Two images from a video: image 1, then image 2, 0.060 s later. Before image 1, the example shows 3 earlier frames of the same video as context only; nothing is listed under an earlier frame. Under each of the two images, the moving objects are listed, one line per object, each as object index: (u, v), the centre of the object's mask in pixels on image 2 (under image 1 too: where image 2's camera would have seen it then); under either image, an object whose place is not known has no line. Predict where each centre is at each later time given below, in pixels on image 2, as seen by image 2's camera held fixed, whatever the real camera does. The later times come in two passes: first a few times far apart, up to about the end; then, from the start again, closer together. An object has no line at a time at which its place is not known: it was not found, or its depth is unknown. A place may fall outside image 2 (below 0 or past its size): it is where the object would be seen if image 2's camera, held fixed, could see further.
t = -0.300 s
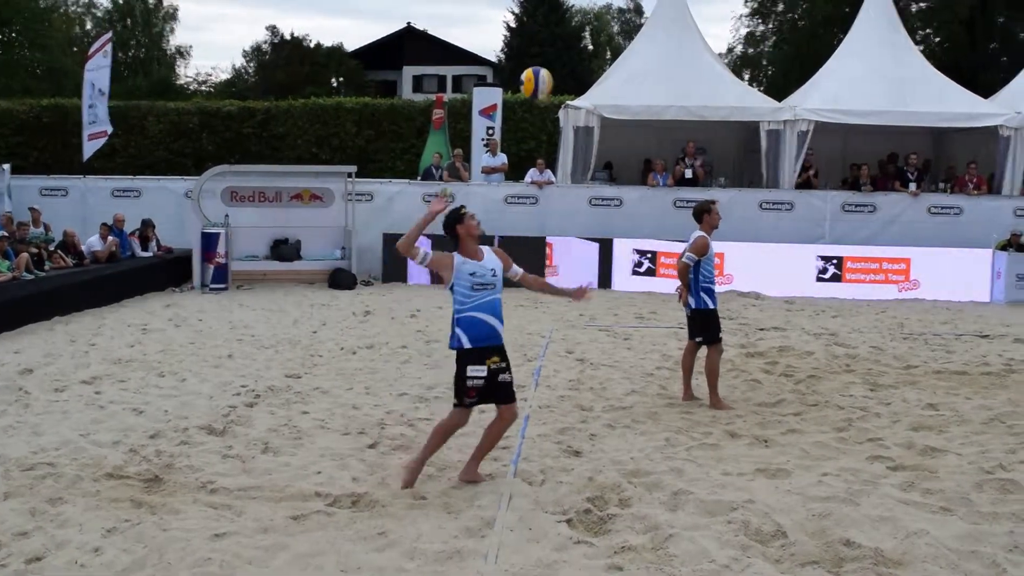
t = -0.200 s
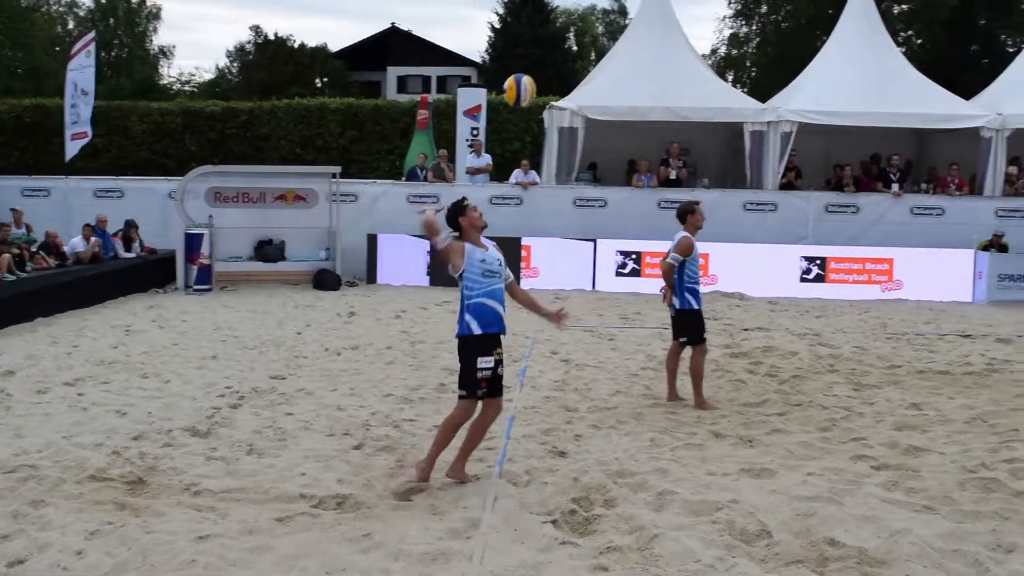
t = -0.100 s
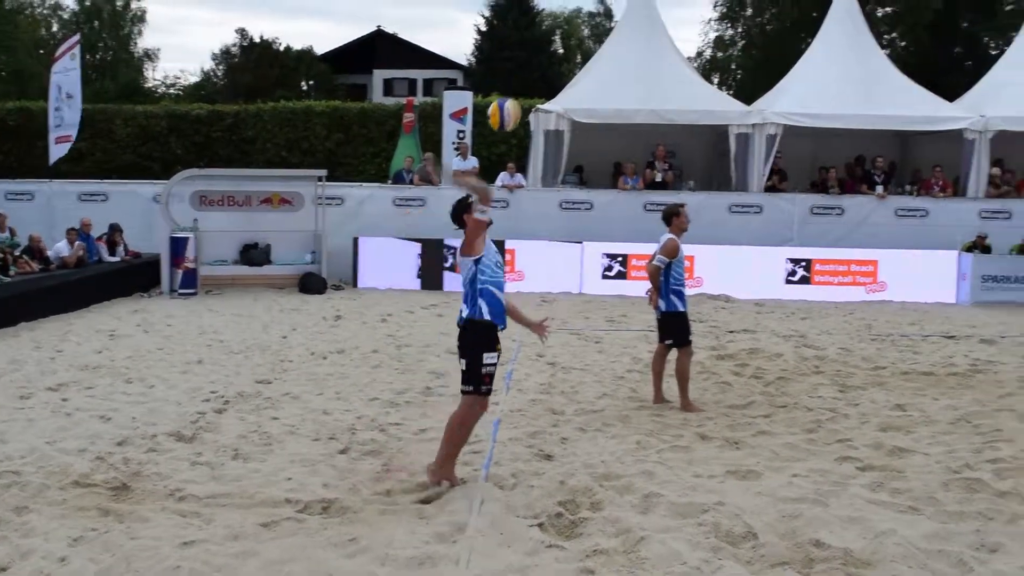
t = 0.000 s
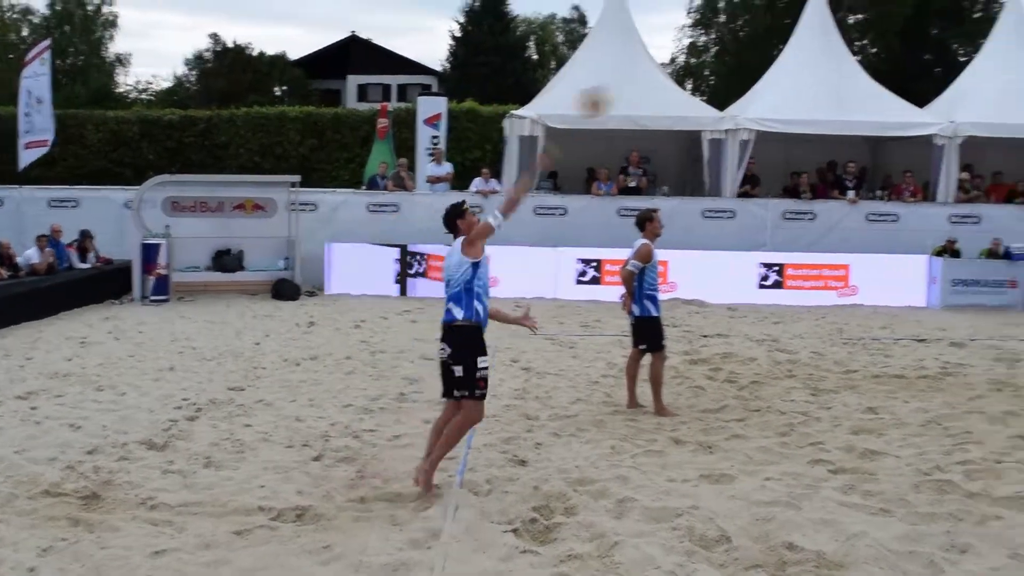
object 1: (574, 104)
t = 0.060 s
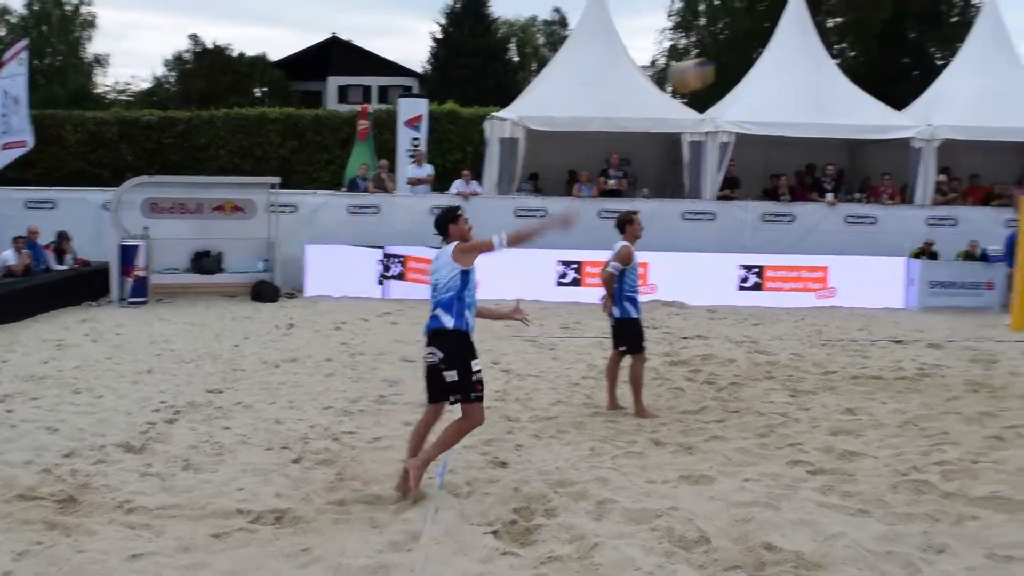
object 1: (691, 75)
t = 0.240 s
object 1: (999, 28)
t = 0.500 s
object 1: (1352, 45)
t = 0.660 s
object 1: (1525, 95)
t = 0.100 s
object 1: (760, 60)
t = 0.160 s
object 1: (868, 43)
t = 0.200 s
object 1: (933, 34)
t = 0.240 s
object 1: (999, 28)
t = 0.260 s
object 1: (1030, 26)
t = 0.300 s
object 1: (1089, 24)
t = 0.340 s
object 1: (1146, 24)
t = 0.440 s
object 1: (1279, 34)
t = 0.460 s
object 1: (1304, 37)
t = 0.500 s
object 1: (1352, 45)
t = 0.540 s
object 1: (1398, 56)
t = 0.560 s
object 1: (1421, 61)
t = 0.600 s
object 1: (1464, 74)
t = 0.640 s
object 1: (1506, 87)
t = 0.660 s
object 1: (1525, 95)
